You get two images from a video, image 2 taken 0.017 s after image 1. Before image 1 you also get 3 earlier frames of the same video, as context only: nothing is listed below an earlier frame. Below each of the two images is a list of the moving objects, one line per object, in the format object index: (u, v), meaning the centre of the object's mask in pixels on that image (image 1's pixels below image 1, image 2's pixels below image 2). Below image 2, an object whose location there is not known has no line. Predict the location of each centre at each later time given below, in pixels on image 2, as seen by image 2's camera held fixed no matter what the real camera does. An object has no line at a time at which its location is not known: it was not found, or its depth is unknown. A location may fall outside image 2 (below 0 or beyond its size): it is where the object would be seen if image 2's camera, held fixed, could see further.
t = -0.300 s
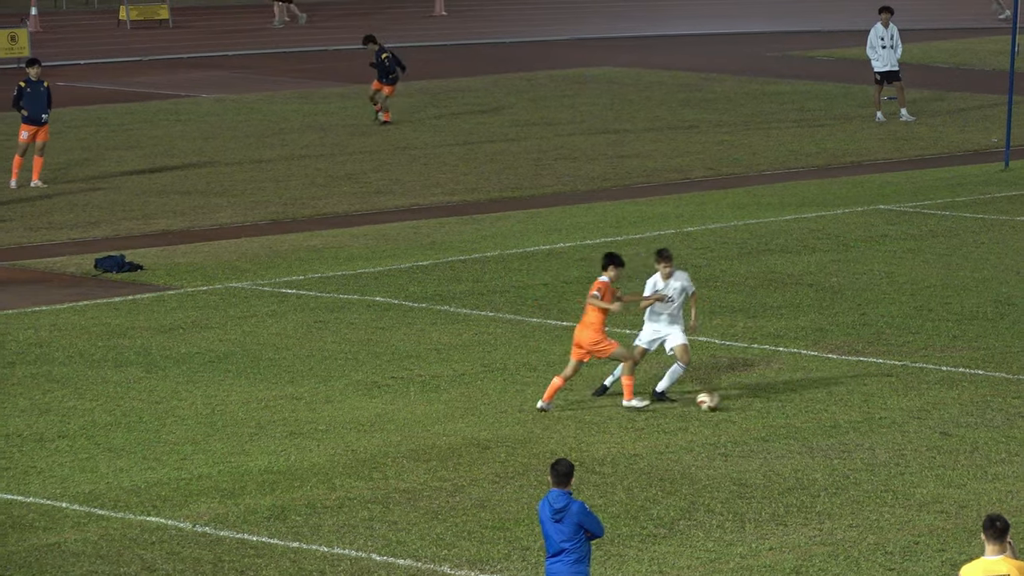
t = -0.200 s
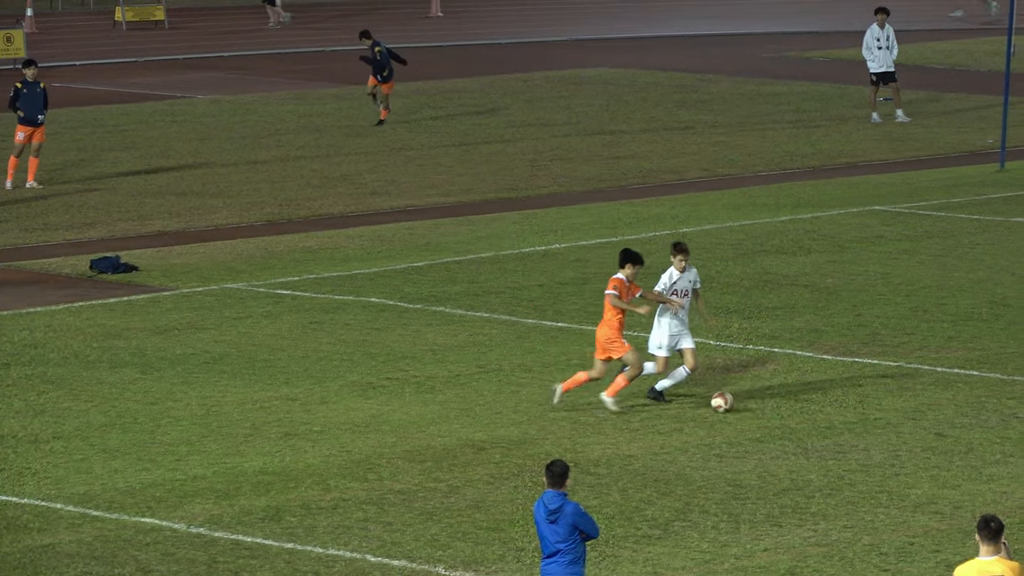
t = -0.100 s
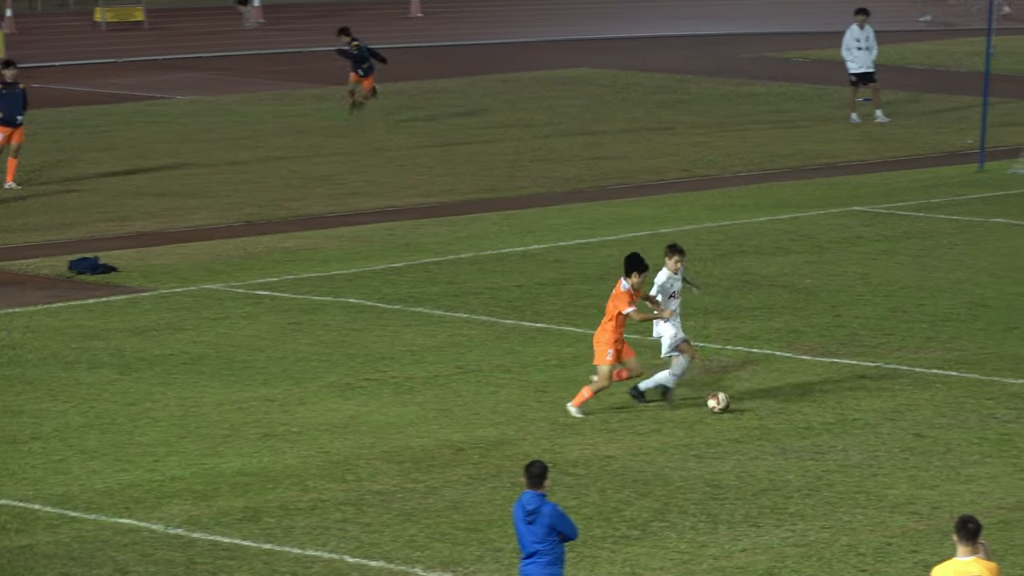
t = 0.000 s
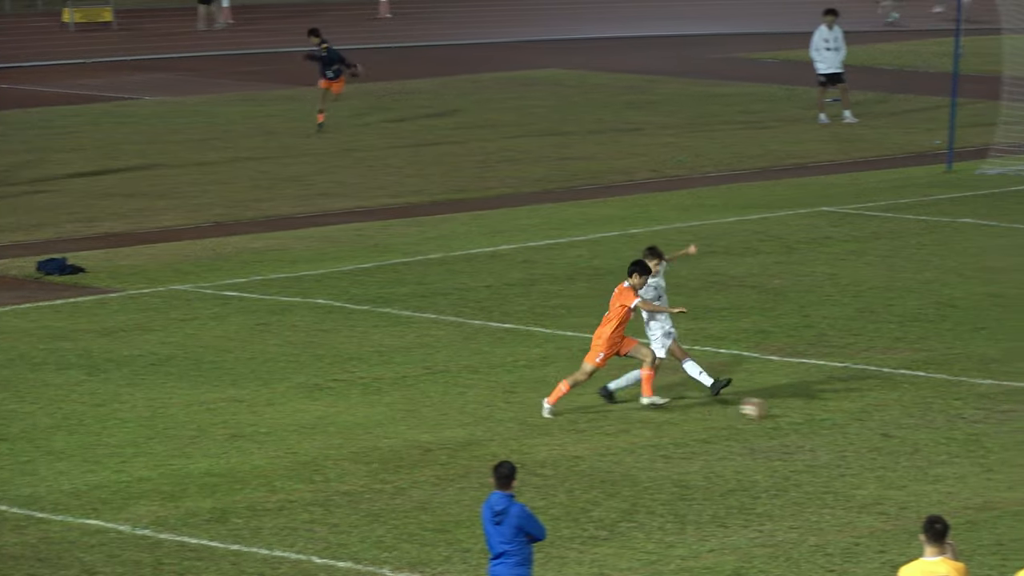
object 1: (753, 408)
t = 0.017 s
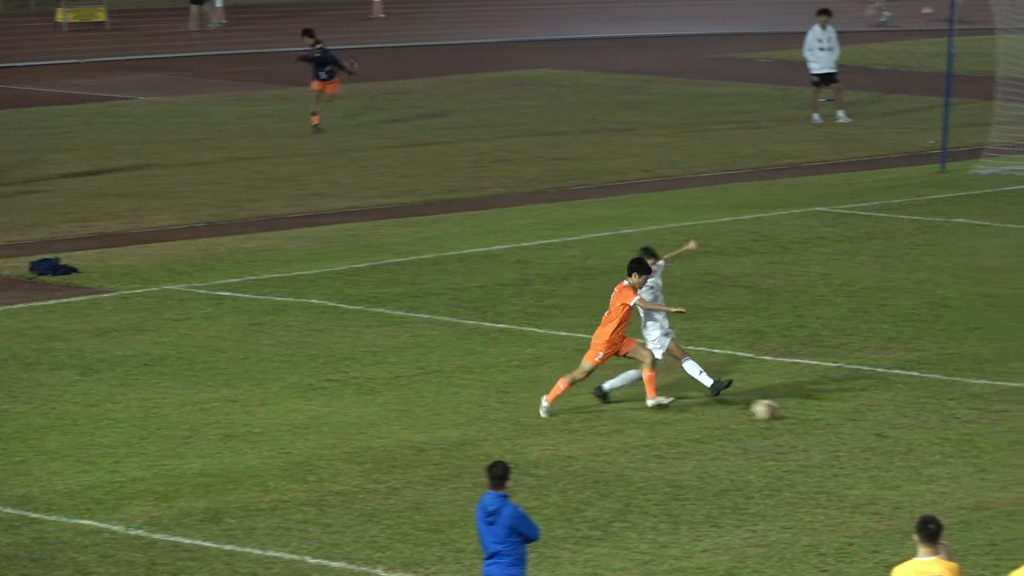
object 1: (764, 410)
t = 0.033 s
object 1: (781, 411)
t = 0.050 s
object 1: (798, 411)
